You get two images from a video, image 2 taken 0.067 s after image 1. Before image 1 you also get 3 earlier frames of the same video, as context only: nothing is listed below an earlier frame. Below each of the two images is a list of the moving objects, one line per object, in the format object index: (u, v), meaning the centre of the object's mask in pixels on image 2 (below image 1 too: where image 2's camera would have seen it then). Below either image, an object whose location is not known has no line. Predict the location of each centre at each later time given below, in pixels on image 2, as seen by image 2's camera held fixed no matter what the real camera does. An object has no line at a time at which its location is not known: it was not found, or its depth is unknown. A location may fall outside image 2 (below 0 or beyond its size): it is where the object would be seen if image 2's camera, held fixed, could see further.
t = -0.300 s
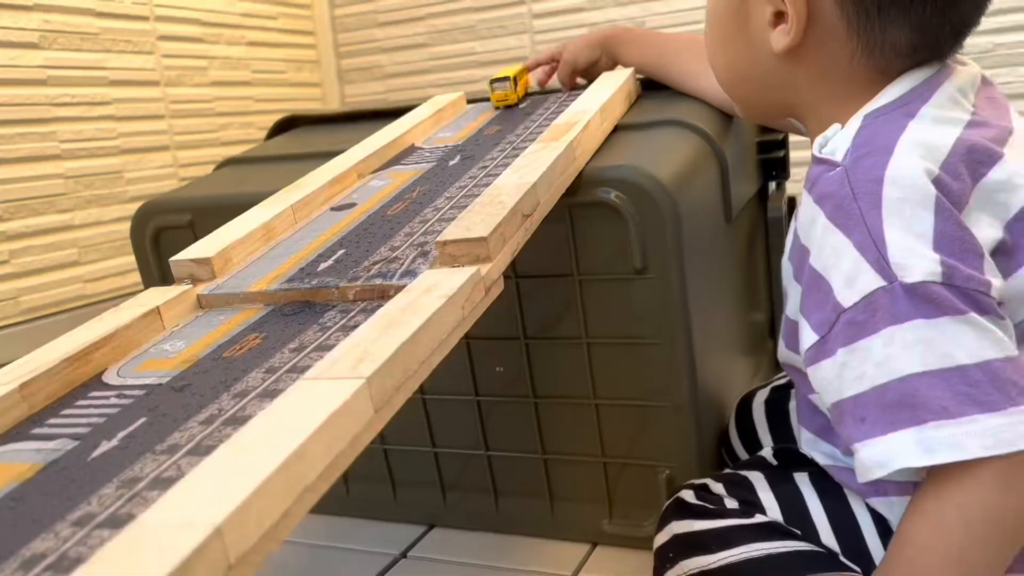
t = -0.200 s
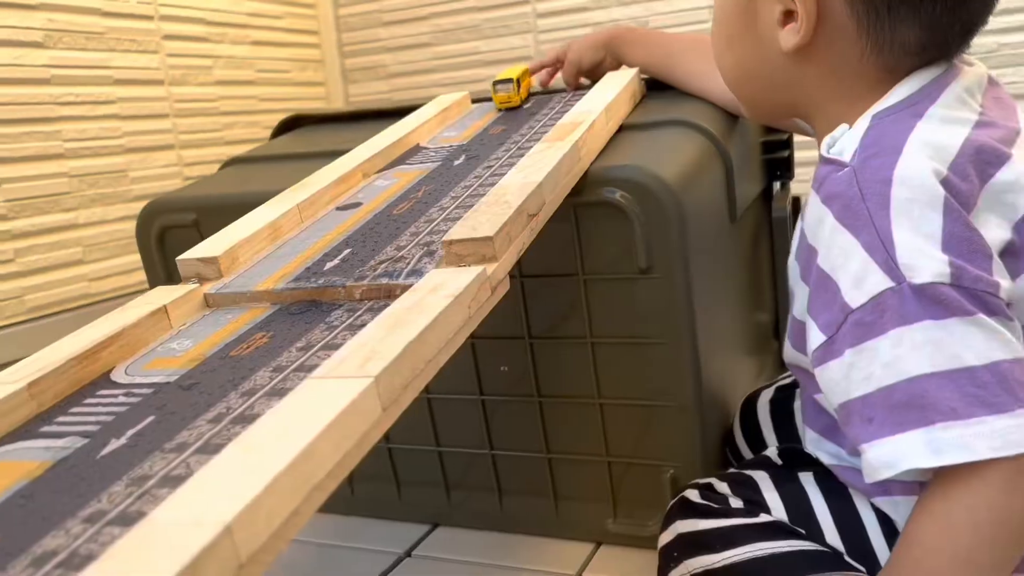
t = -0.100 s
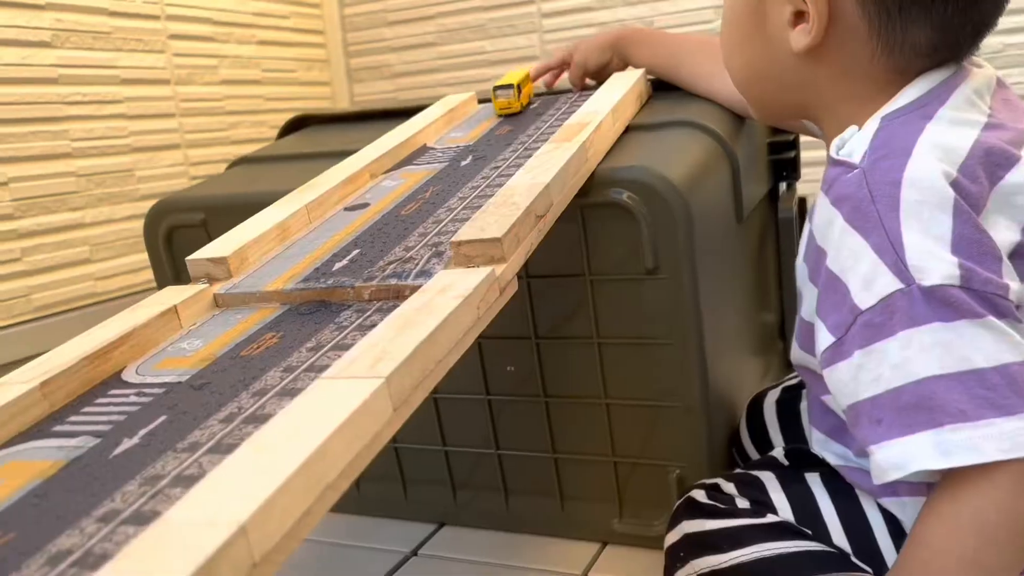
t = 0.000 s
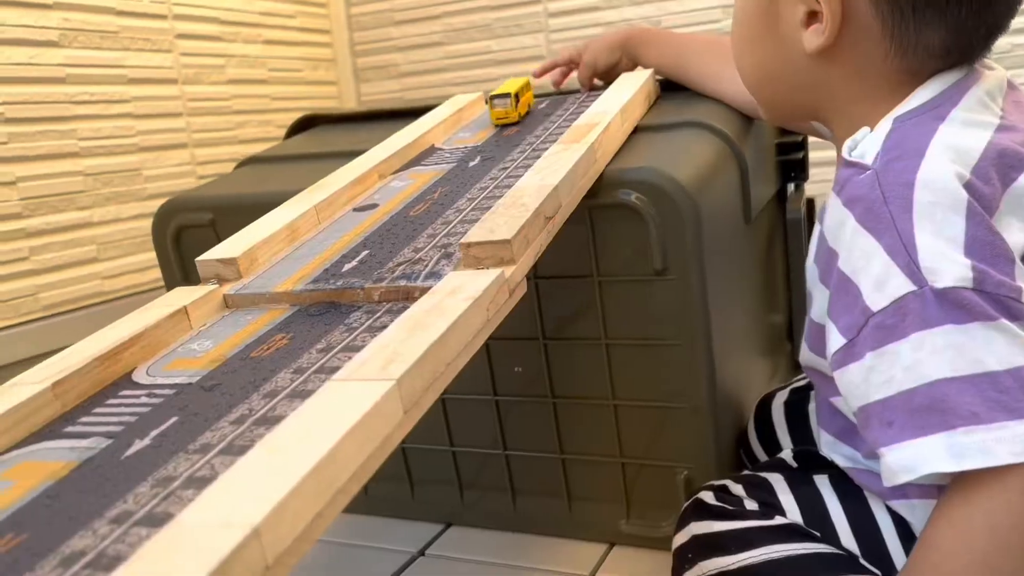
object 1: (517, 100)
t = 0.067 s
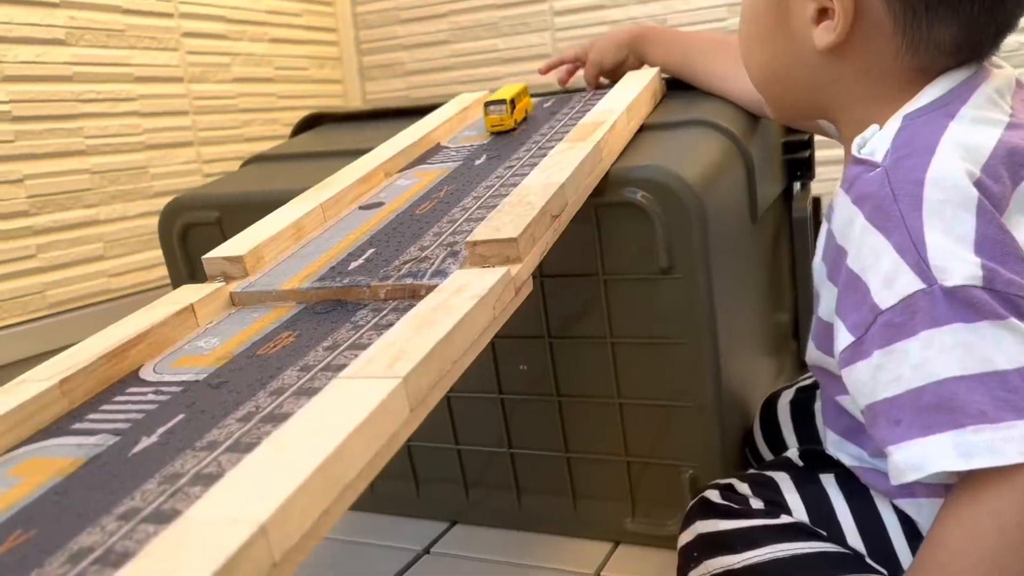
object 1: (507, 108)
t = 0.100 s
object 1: (501, 113)
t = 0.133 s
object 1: (495, 118)
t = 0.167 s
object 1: (487, 124)
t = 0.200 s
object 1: (478, 131)
